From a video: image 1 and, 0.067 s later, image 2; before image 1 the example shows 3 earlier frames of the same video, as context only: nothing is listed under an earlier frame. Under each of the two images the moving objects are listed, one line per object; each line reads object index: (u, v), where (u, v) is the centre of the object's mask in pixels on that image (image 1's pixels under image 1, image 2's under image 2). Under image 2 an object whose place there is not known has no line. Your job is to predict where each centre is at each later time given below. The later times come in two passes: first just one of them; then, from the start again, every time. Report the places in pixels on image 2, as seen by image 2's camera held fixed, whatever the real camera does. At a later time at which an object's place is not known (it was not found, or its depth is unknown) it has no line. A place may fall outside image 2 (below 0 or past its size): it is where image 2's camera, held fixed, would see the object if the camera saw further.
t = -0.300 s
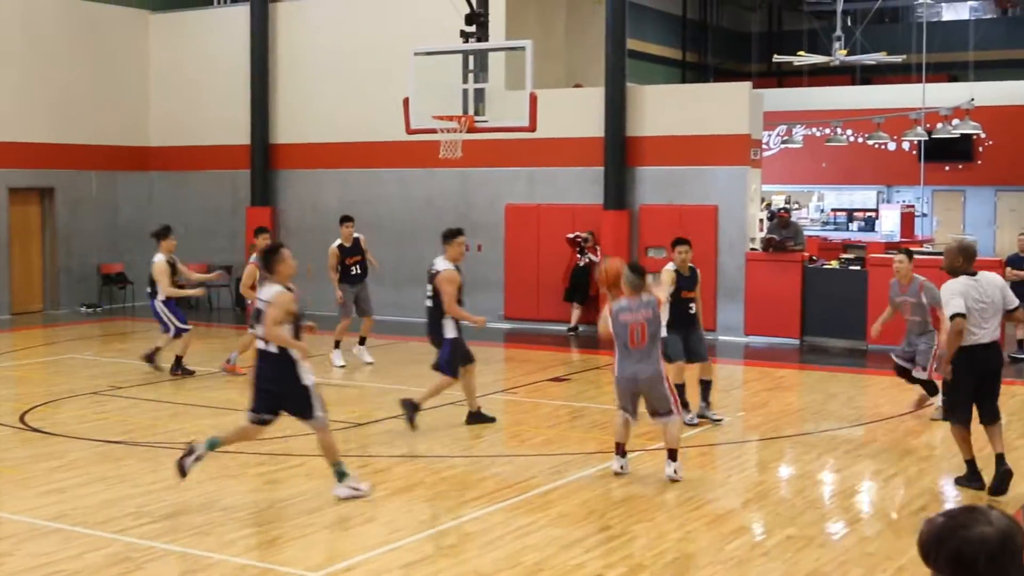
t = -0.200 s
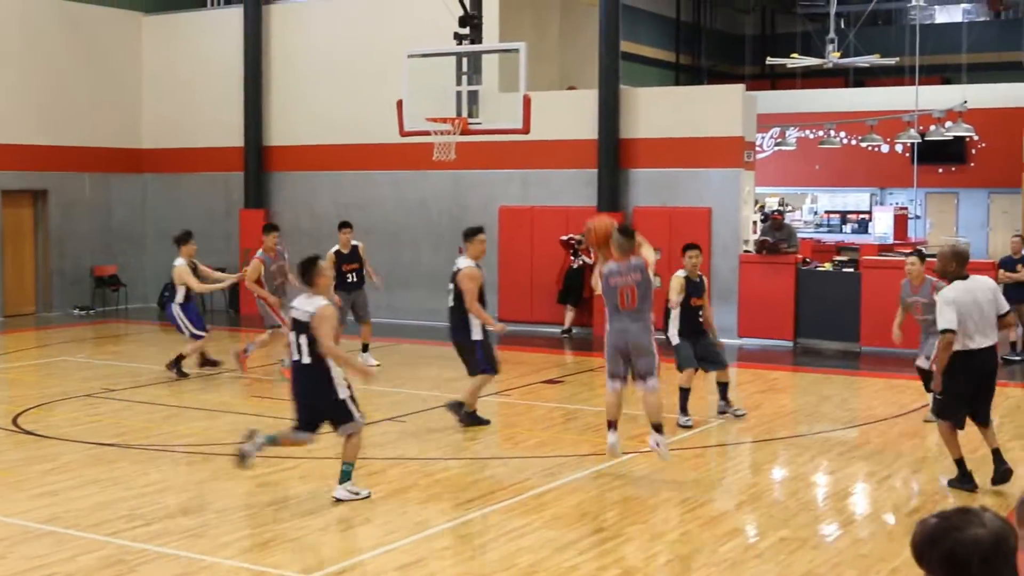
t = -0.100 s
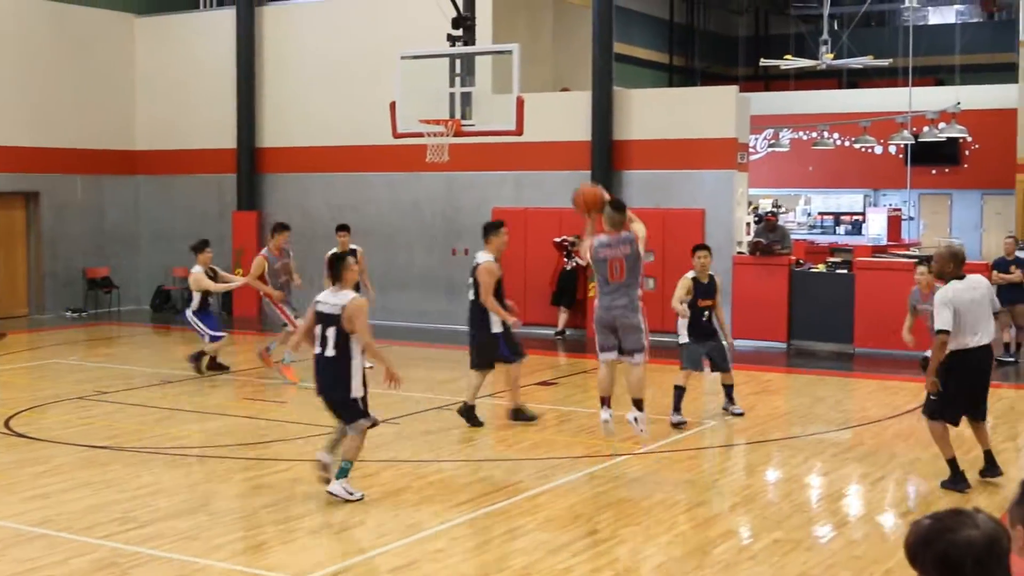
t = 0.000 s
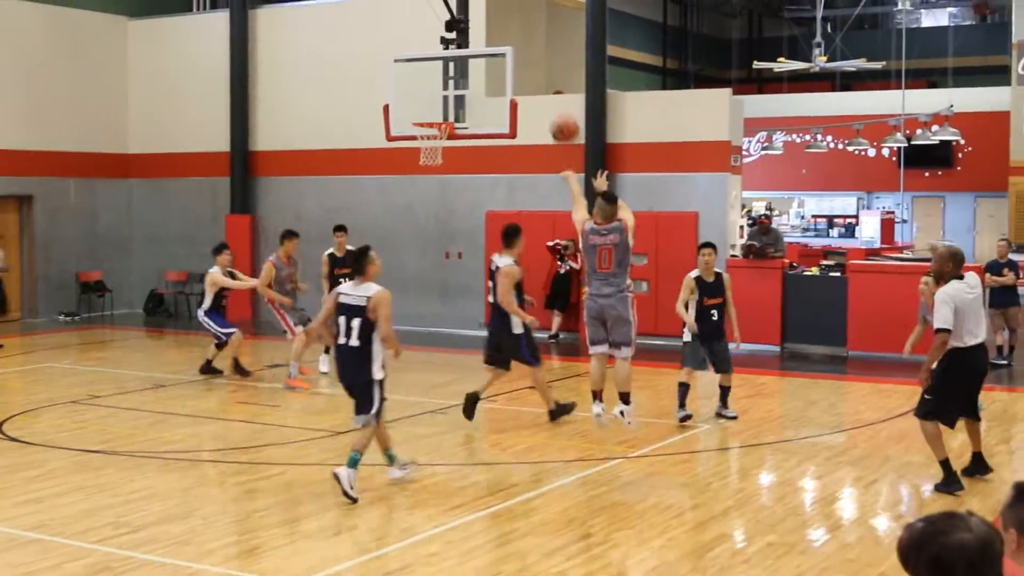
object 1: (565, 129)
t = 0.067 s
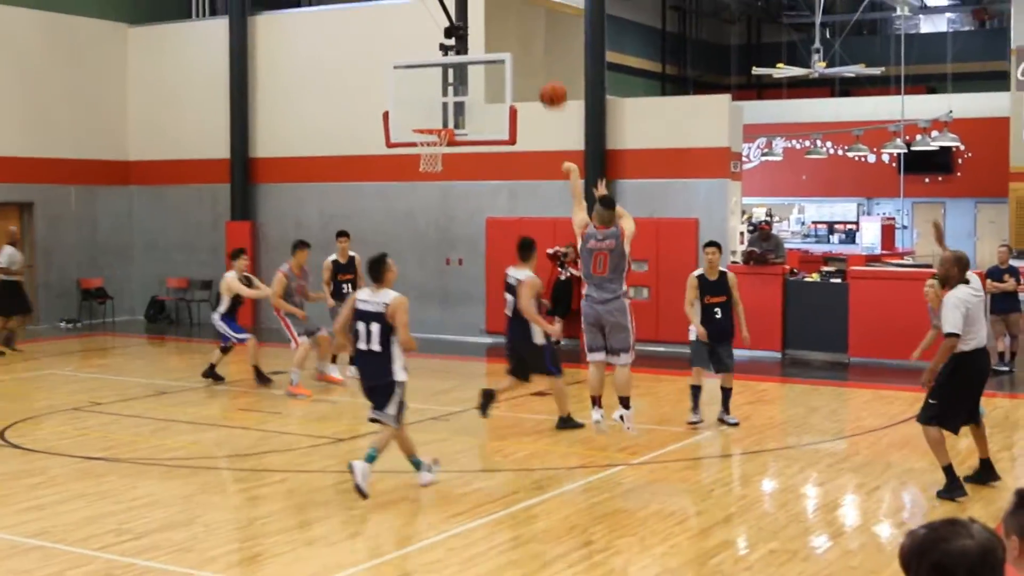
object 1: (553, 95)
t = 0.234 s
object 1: (527, 18)
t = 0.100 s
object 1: (548, 77)
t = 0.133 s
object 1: (542, 59)
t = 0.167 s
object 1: (536, 44)
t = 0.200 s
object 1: (531, 30)
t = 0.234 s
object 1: (527, 18)
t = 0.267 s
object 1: (522, 9)
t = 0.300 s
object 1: (516, 1)
